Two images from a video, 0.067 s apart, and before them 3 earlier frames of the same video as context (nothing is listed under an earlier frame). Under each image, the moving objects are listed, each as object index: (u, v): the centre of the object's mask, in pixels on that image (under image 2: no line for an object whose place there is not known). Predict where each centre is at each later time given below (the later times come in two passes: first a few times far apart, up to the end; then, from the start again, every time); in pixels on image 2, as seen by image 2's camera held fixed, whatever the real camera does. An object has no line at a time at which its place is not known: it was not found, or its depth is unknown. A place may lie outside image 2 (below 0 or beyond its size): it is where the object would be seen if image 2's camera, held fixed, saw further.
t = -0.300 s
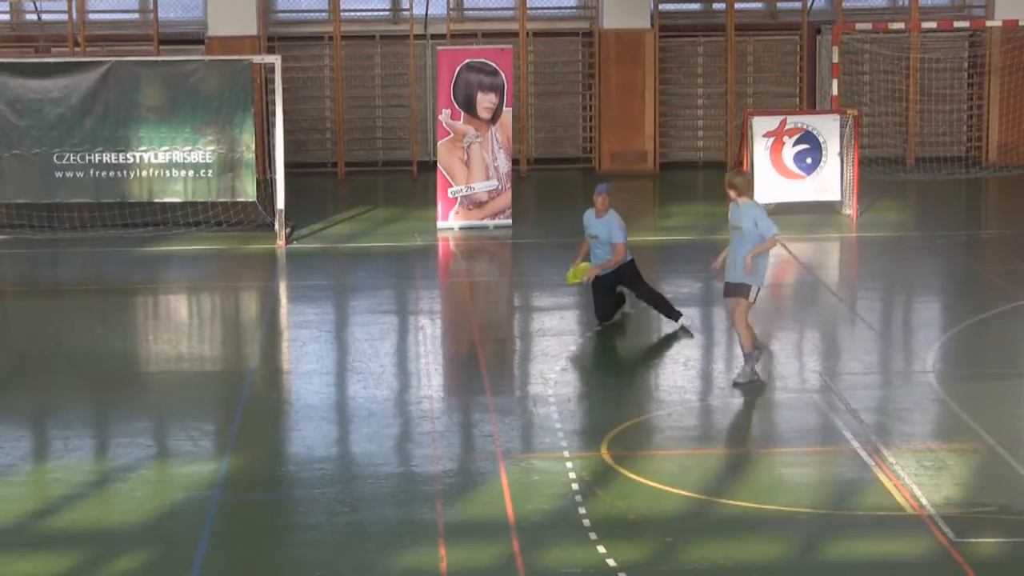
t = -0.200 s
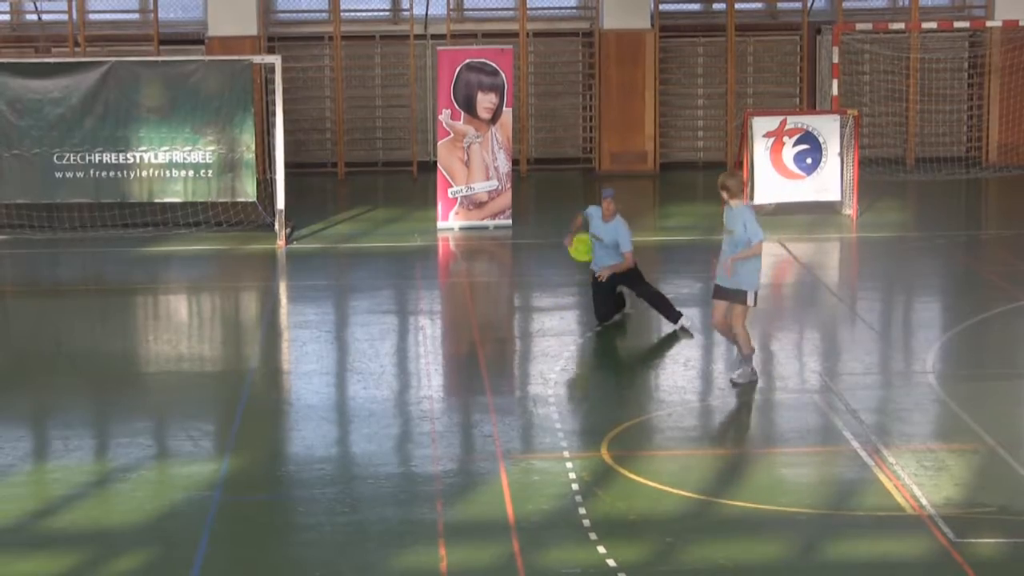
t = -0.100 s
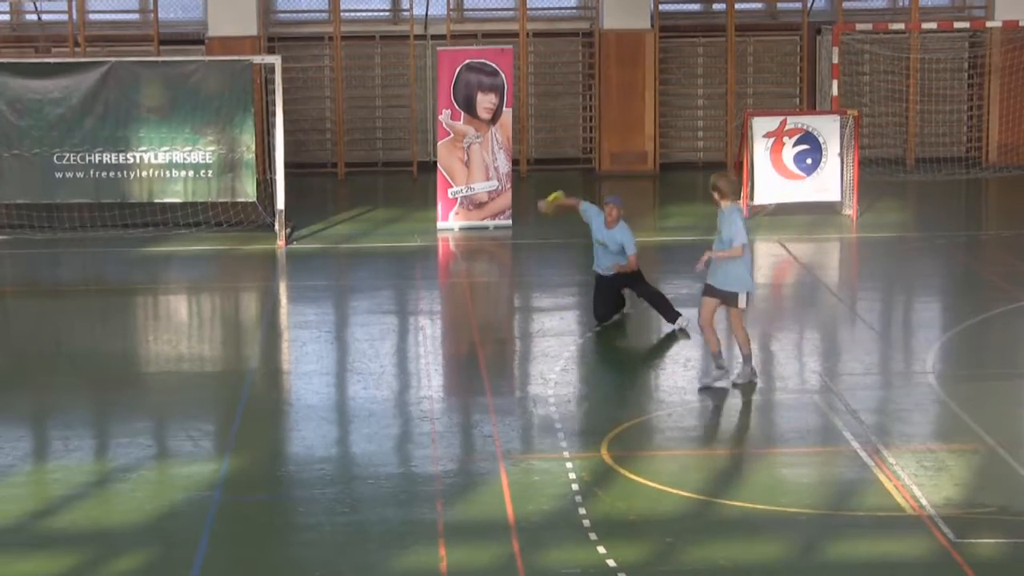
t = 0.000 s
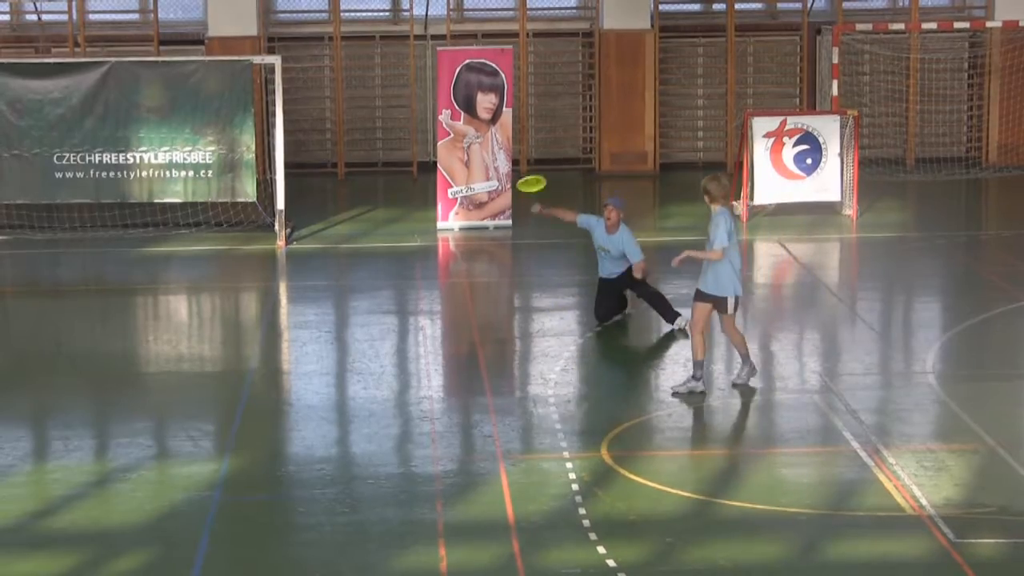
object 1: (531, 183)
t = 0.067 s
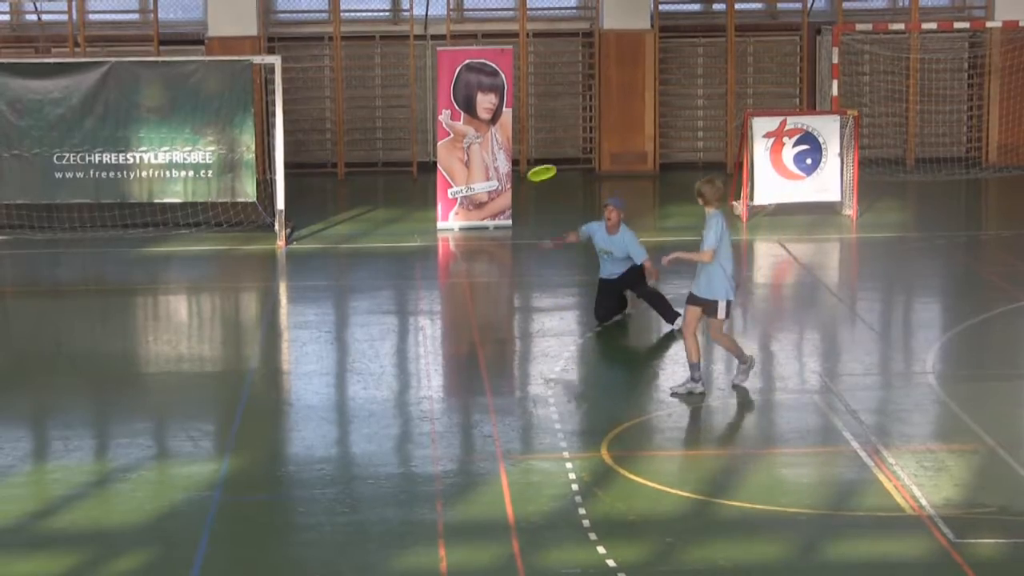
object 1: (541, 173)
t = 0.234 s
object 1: (567, 154)
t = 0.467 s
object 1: (601, 152)
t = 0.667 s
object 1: (624, 172)
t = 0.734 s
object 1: (631, 183)
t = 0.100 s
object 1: (547, 168)
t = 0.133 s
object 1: (552, 164)
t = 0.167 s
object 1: (557, 160)
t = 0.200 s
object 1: (562, 157)
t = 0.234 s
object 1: (567, 154)
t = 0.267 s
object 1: (572, 152)
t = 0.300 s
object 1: (577, 151)
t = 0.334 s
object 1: (582, 150)
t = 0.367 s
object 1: (587, 149)
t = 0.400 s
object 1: (591, 149)
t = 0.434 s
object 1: (596, 150)
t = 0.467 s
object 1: (601, 152)
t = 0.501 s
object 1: (605, 153)
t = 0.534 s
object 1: (609, 156)
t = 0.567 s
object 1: (614, 159)
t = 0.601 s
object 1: (617, 163)
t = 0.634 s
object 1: (621, 167)
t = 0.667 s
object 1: (624, 172)
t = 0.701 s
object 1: (628, 177)
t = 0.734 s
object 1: (631, 183)
